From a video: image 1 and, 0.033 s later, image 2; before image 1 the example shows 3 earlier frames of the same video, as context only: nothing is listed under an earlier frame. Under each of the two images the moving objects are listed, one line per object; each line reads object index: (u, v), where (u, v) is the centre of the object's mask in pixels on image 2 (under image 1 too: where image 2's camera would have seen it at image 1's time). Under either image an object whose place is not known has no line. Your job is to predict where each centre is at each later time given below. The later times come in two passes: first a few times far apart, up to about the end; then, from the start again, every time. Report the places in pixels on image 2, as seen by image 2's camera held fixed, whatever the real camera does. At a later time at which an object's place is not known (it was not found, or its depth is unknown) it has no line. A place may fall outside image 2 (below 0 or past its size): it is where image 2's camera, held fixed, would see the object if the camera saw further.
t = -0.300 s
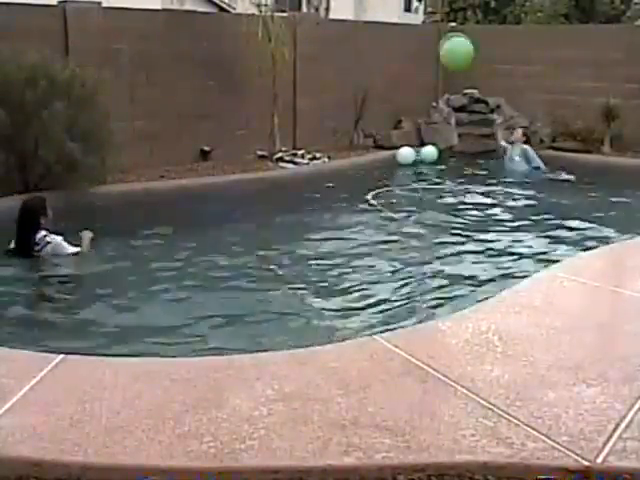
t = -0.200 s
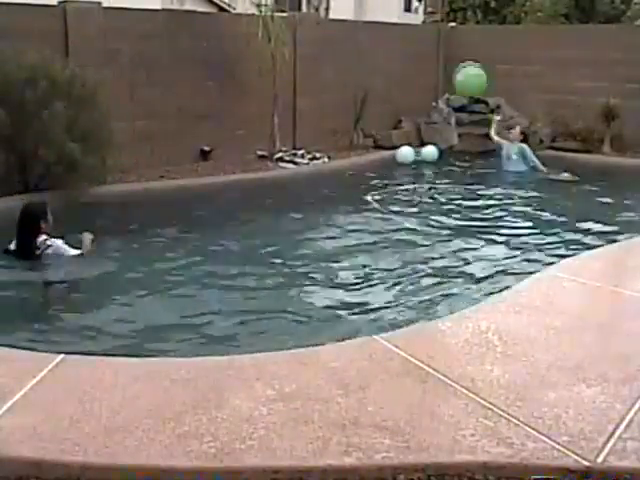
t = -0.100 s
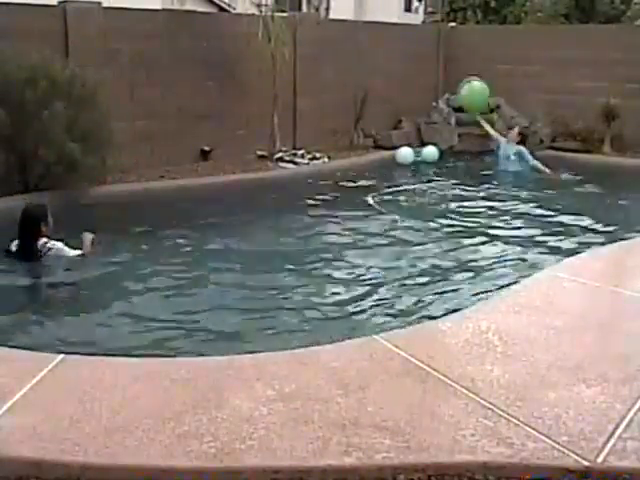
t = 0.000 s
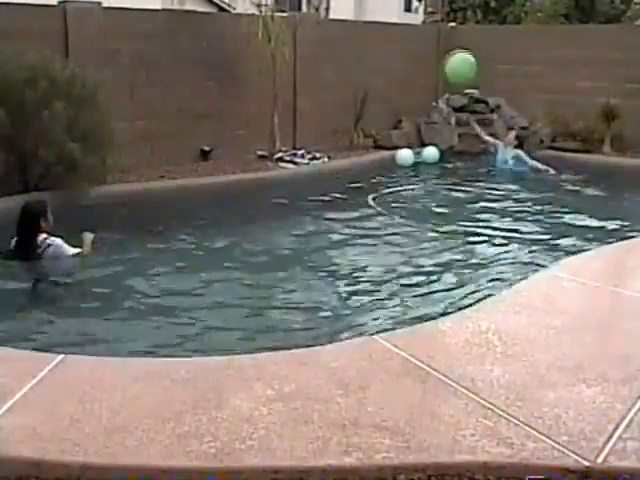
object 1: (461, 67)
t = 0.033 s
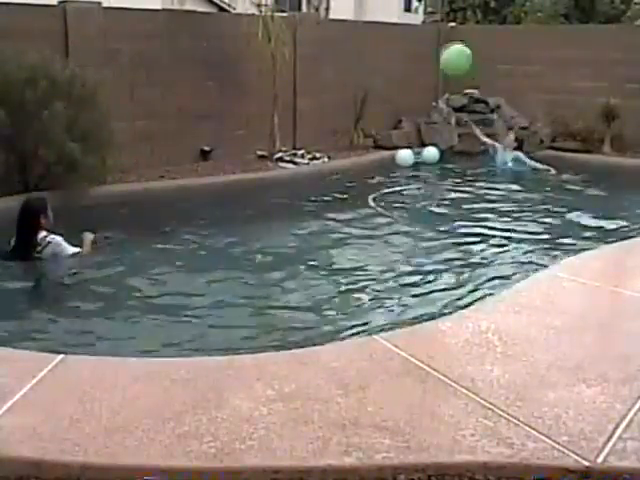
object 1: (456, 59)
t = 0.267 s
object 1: (424, 22)
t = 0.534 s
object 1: (390, 21)
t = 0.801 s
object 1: (353, 69)
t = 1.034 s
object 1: (326, 141)
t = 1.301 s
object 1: (332, 93)
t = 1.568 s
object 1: (337, 89)
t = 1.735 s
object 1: (339, 110)
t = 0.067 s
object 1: (451, 51)
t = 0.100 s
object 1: (446, 45)
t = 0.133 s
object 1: (442, 39)
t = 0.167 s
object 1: (438, 34)
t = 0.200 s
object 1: (433, 29)
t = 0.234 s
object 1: (429, 25)
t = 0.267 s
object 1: (424, 22)
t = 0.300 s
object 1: (420, 20)
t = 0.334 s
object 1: (415, 17)
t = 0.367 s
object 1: (411, 16)
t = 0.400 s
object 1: (407, 15)
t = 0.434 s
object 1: (404, 16)
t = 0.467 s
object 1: (399, 16)
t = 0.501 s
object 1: (394, 19)
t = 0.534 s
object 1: (390, 21)
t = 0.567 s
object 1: (385, 25)
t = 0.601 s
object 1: (380, 28)
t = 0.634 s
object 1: (376, 32)
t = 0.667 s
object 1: (371, 39)
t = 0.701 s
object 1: (367, 45)
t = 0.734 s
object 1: (362, 52)
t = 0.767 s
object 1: (357, 60)
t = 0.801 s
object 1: (353, 69)
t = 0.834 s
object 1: (348, 79)
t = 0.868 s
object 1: (345, 88)
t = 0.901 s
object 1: (341, 97)
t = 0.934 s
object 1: (337, 109)
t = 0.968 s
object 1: (332, 121)
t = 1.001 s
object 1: (328, 134)
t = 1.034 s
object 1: (326, 141)
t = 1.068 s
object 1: (326, 135)
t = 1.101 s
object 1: (327, 126)
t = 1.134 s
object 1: (328, 119)
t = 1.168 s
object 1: (329, 112)
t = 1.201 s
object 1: (330, 106)
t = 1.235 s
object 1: (331, 101)
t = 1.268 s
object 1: (332, 96)
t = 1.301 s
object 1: (332, 93)
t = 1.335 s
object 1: (333, 90)
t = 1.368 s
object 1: (334, 87)
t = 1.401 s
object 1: (334, 85)
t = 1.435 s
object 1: (334, 86)
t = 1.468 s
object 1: (335, 85)
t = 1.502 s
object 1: (335, 85)
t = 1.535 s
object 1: (337, 87)
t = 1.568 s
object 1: (337, 89)
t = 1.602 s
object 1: (337, 92)
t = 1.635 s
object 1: (338, 94)
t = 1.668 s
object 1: (338, 99)
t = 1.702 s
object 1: (339, 104)
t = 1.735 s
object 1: (339, 110)
